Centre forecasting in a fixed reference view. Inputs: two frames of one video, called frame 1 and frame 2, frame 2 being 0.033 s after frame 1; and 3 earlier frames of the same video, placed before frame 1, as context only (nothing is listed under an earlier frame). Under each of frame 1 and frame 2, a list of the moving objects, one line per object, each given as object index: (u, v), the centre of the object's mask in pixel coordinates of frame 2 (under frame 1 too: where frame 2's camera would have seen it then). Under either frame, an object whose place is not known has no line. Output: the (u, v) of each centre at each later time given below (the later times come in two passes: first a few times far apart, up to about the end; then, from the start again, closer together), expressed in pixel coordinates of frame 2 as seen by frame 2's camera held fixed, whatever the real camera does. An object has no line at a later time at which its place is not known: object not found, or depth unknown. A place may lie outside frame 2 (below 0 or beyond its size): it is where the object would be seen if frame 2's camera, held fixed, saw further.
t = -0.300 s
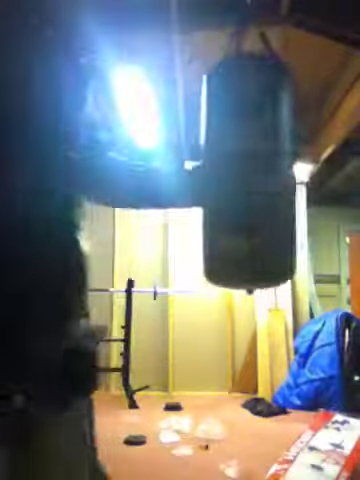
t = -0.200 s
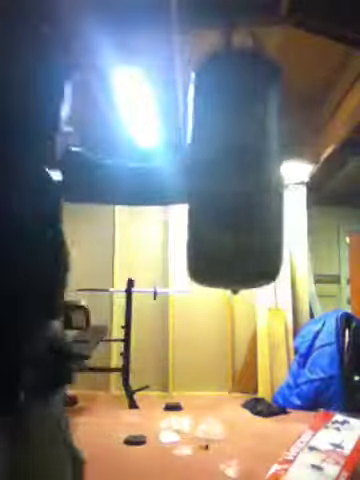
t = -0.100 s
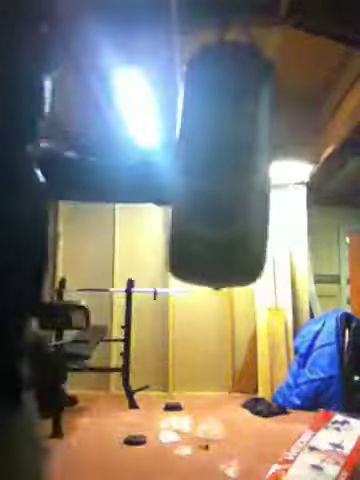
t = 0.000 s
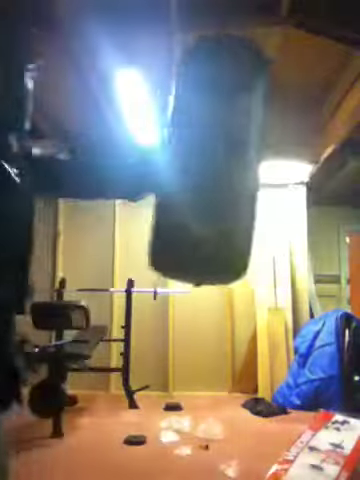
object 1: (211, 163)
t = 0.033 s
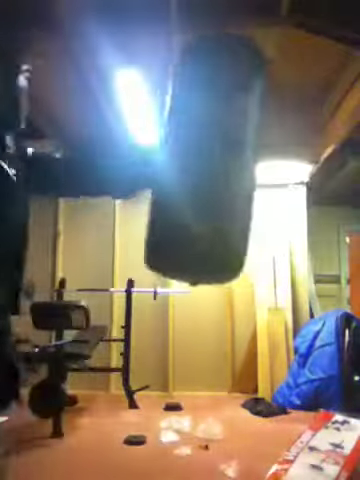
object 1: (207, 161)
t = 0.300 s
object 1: (196, 156)
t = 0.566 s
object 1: (212, 154)
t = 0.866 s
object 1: (250, 161)
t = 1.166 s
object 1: (275, 158)
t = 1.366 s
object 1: (278, 156)
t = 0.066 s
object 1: (204, 161)
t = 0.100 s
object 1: (202, 159)
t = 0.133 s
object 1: (200, 158)
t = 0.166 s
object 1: (198, 158)
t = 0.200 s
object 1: (197, 158)
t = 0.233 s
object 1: (196, 158)
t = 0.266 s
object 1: (196, 157)
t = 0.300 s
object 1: (196, 156)
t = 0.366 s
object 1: (197, 155)
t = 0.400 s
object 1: (199, 156)
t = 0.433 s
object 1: (201, 156)
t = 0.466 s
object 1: (203, 158)
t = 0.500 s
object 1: (206, 159)
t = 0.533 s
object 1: (209, 161)
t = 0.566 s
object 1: (212, 154)
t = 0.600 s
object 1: (216, 154)
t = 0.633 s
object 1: (221, 154)
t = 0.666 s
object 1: (225, 156)
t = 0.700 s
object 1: (230, 155)
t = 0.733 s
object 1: (234, 158)
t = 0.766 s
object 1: (237, 161)
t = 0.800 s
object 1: (241, 160)
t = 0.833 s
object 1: (245, 161)
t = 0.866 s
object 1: (250, 161)
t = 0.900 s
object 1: (253, 161)
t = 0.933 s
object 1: (258, 160)
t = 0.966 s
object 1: (261, 167)
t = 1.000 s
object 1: (264, 167)
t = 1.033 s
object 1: (267, 159)
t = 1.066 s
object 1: (269, 159)
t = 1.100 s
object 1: (271, 158)
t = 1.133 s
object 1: (273, 158)
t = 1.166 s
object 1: (275, 158)
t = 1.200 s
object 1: (276, 158)
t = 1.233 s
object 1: (278, 157)
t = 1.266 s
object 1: (278, 157)
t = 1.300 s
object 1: (278, 157)
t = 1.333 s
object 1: (278, 157)
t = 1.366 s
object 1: (278, 156)
